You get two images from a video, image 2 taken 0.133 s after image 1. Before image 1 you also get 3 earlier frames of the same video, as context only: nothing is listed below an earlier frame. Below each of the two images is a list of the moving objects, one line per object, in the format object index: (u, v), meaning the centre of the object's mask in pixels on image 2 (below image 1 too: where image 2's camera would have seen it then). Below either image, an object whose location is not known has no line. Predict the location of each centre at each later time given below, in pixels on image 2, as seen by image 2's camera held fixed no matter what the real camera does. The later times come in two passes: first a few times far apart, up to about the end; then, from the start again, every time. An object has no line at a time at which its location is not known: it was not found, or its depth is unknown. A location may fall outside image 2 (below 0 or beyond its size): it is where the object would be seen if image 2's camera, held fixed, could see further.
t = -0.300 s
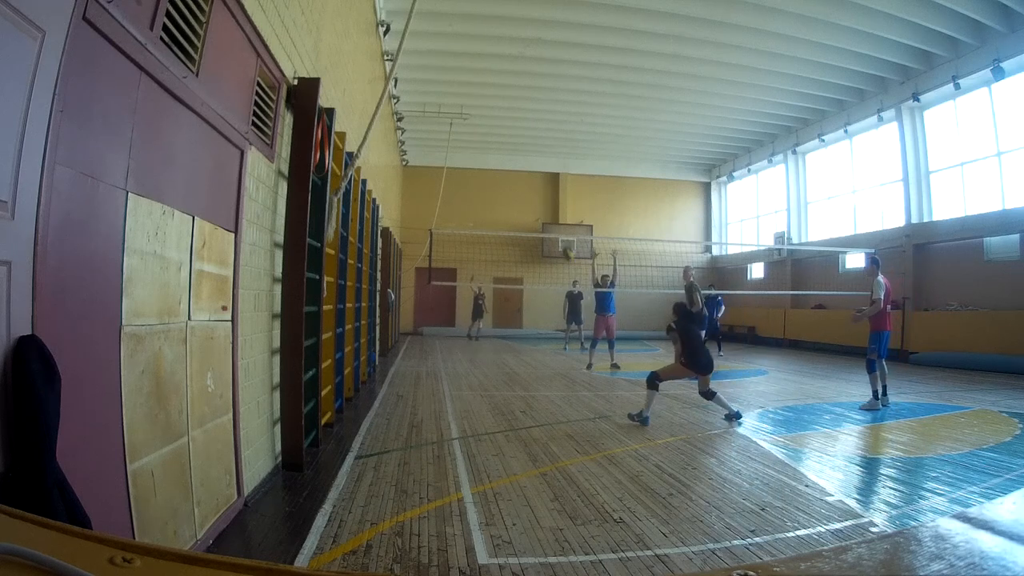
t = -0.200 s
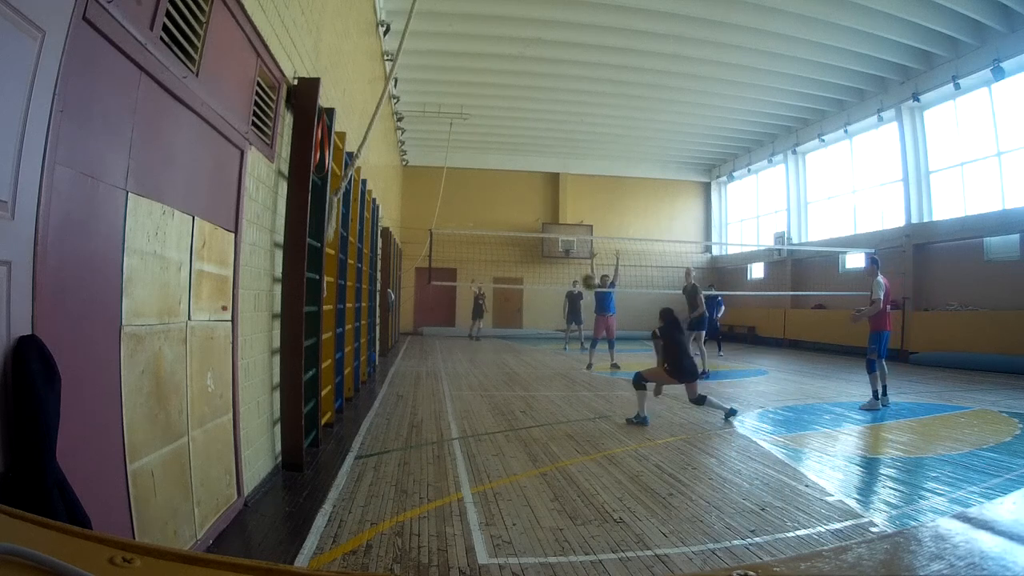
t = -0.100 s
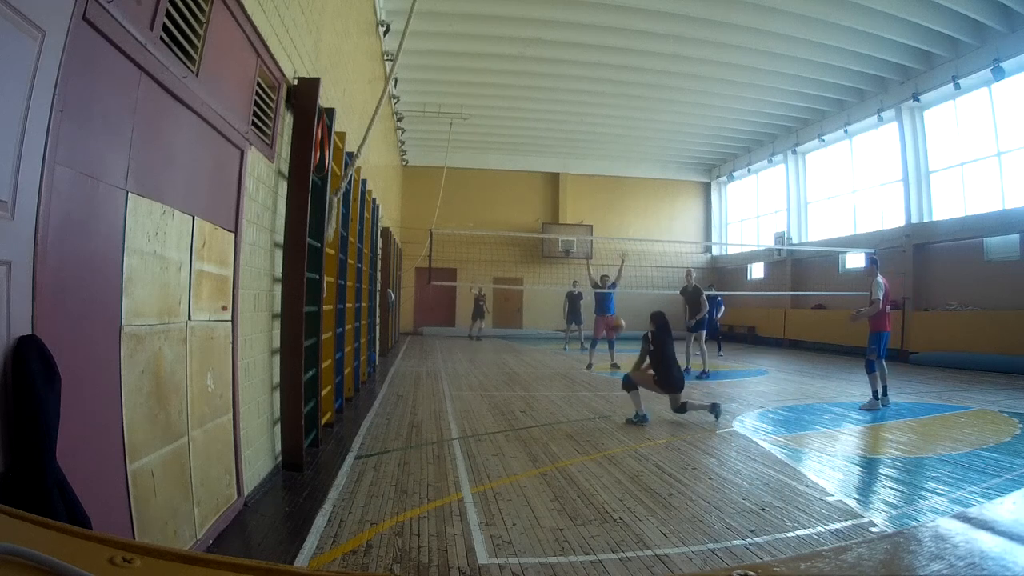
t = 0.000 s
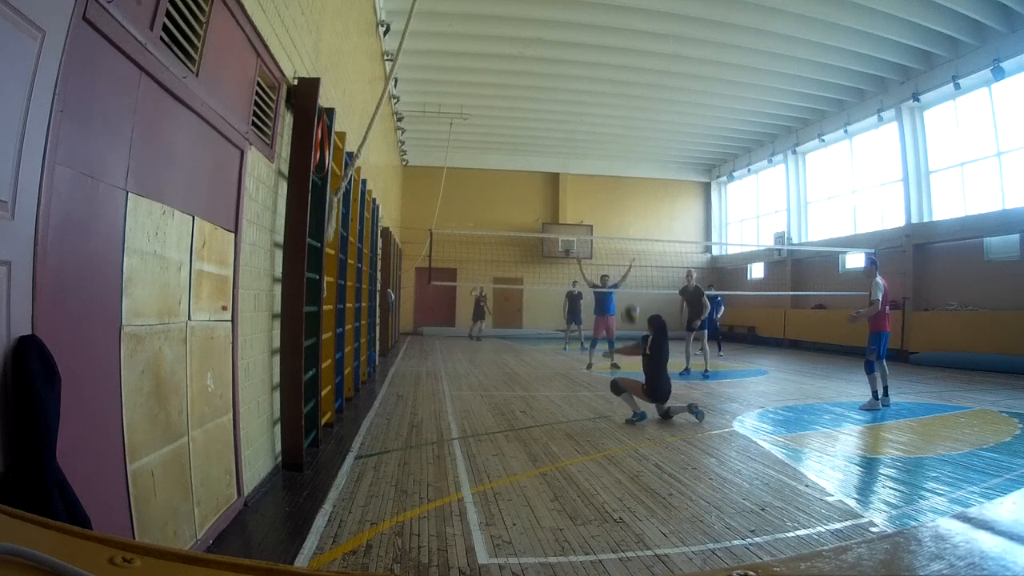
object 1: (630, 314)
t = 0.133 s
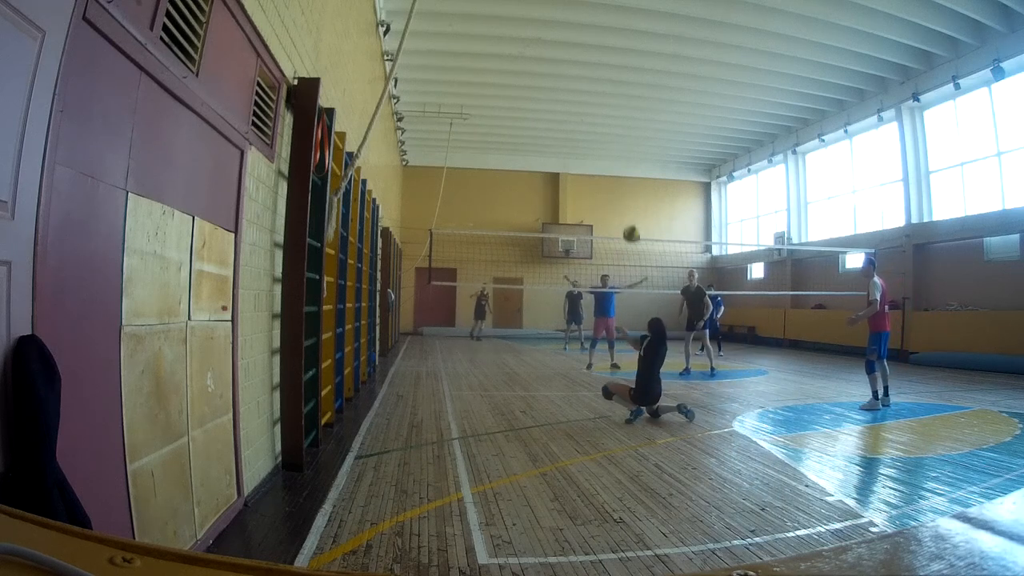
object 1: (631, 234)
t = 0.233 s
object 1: (632, 189)
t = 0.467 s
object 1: (633, 126)
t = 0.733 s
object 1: (634, 108)
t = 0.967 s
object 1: (636, 129)
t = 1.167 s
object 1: (637, 171)
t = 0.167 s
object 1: (632, 217)
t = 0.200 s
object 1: (631, 203)
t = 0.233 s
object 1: (632, 189)
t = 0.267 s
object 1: (632, 177)
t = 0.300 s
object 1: (632, 166)
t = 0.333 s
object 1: (632, 156)
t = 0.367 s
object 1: (632, 147)
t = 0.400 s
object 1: (633, 139)
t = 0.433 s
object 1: (633, 132)
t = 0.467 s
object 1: (633, 126)
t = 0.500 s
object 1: (633, 121)
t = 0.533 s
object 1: (633, 117)
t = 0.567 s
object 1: (633, 114)
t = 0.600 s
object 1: (633, 111)
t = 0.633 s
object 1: (633, 109)
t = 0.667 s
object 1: (634, 108)
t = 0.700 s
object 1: (634, 108)
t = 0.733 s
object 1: (634, 108)
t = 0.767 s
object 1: (634, 110)
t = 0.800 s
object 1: (634, 111)
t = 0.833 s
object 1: (634, 114)
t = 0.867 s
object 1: (635, 117)
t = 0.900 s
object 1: (635, 120)
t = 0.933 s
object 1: (636, 124)
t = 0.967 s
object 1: (636, 129)
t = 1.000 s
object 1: (636, 135)
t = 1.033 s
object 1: (636, 141)
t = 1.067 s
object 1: (636, 148)
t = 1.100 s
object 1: (637, 155)
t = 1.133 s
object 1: (637, 162)
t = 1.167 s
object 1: (637, 171)
